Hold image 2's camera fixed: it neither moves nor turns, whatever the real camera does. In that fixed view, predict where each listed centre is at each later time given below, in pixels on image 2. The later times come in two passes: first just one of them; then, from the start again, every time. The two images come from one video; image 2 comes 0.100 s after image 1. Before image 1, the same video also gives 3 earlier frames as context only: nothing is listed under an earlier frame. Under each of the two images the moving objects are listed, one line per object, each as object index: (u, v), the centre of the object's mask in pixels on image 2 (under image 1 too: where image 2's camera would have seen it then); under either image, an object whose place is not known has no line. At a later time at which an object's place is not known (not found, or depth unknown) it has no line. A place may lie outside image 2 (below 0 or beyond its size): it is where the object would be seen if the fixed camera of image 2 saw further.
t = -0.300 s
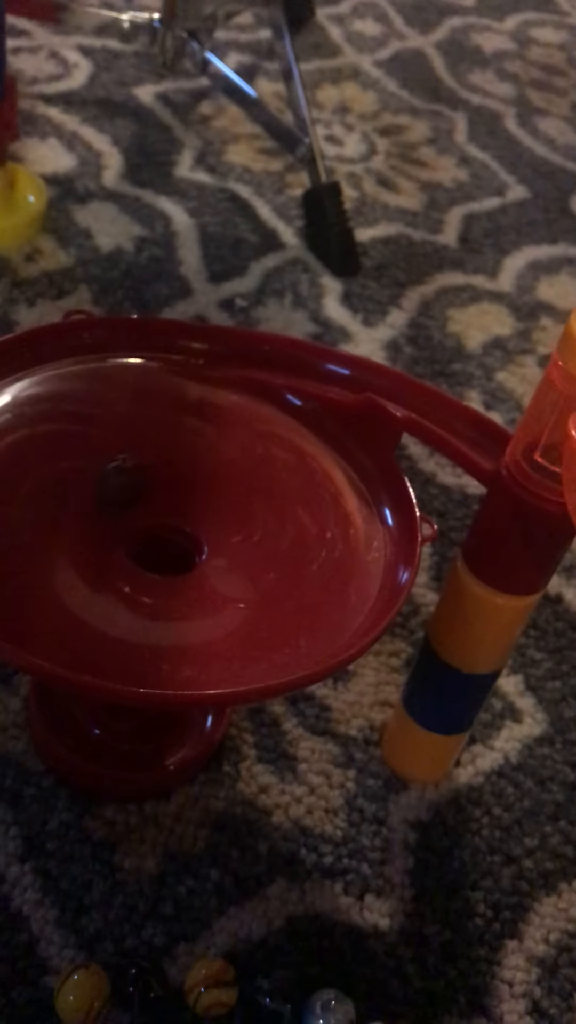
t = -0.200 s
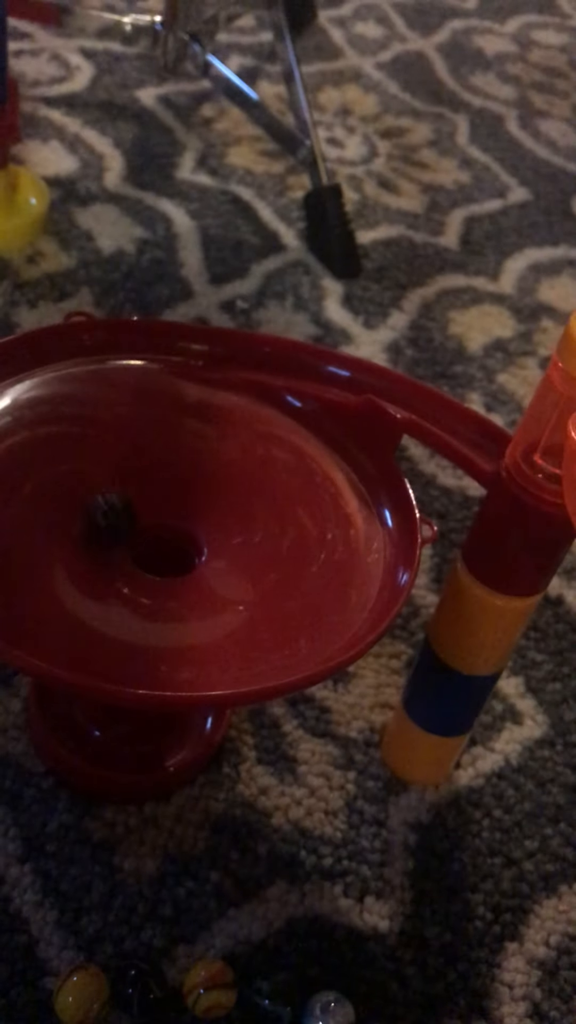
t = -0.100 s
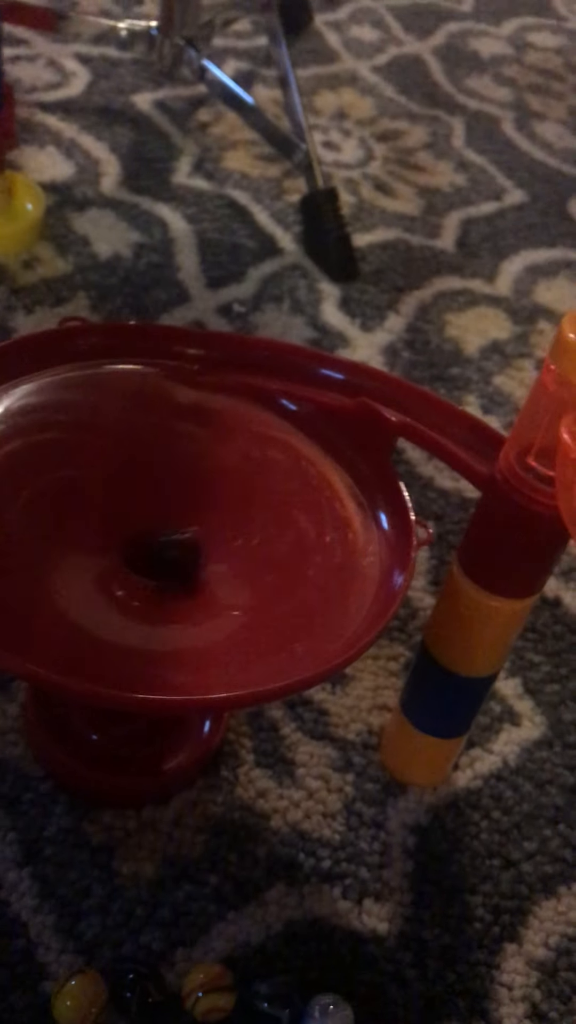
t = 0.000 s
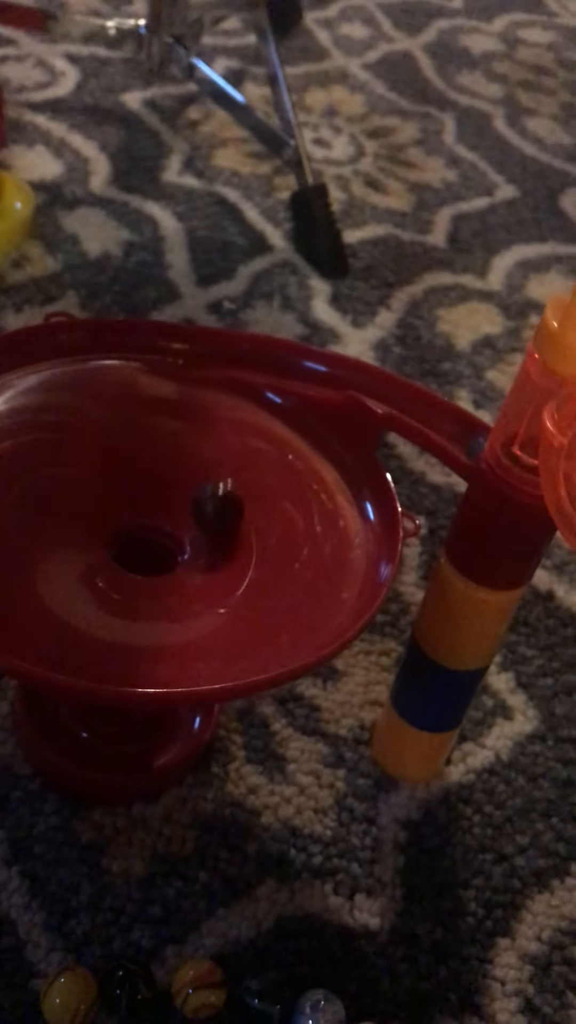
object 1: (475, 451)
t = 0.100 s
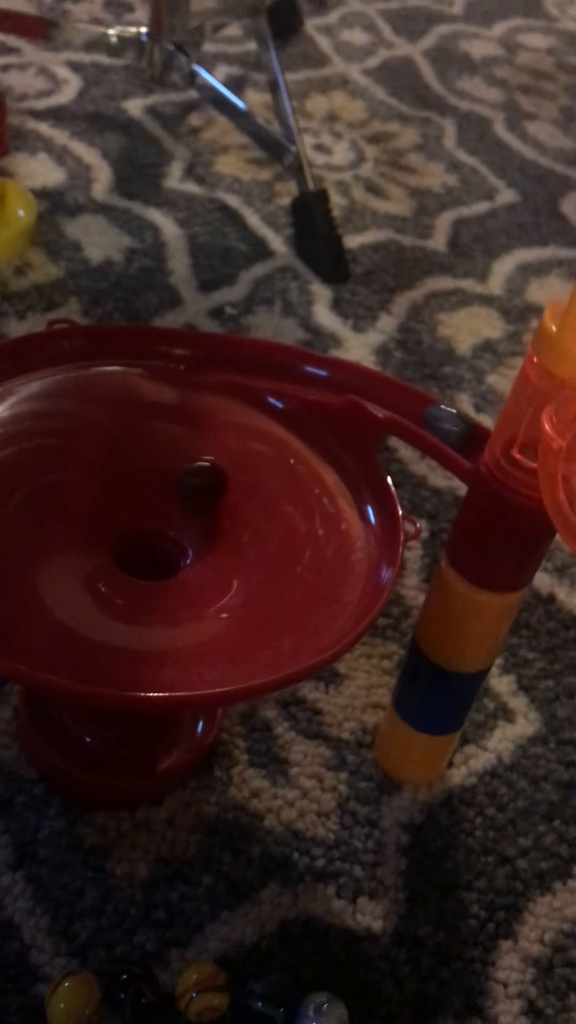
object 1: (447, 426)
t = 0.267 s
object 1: (280, 363)
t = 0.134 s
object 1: (419, 411)
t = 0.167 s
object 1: (392, 397)
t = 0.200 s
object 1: (358, 382)
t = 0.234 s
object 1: (321, 374)
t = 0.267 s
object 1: (280, 363)
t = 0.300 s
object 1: (234, 356)
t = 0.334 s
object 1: (180, 348)
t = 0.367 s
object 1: (128, 344)
